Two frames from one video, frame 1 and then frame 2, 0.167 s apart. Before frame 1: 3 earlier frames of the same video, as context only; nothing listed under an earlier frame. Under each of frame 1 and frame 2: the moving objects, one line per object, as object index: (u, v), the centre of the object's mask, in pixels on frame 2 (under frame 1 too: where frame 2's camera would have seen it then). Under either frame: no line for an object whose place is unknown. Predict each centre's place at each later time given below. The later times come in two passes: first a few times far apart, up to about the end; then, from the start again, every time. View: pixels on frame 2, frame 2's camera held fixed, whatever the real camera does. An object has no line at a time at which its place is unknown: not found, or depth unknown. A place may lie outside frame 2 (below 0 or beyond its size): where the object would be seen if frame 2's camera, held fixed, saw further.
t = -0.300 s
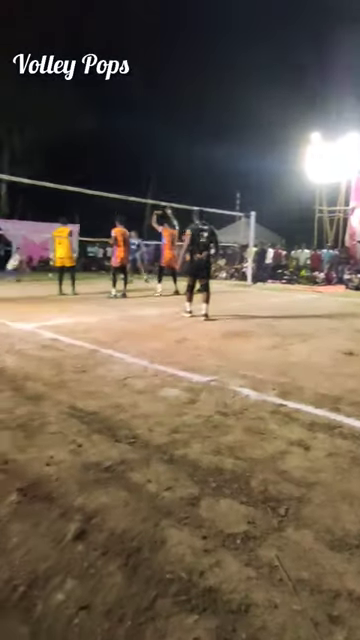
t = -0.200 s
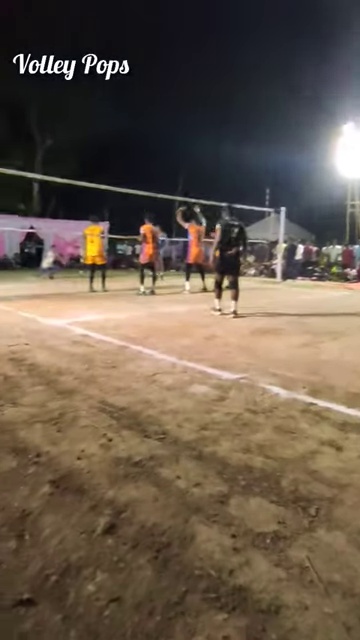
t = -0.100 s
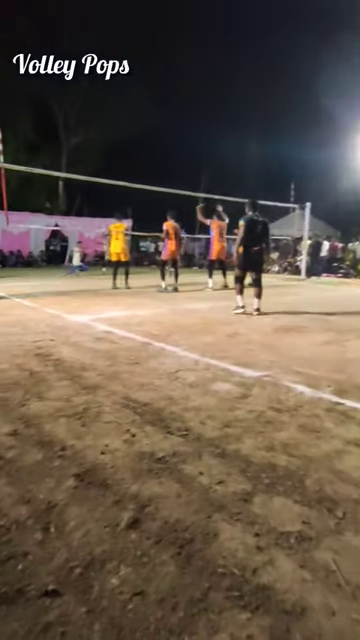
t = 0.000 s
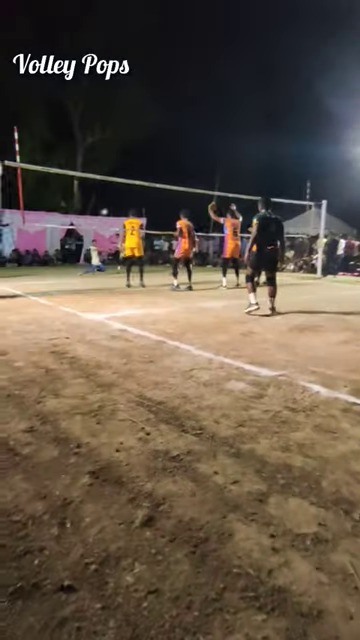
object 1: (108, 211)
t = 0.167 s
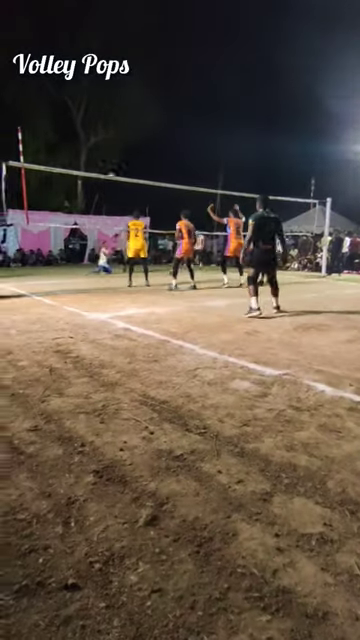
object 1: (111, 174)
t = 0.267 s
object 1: (113, 158)
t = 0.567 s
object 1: (118, 115)
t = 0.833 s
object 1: (122, 102)
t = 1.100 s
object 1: (125, 116)
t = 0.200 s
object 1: (112, 170)
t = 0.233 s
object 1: (112, 164)
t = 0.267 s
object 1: (113, 158)
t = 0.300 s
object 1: (114, 152)
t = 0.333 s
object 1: (114, 146)
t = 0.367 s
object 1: (115, 141)
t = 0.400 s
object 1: (115, 136)
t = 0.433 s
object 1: (116, 132)
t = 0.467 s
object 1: (116, 128)
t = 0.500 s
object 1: (117, 123)
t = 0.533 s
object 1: (117, 119)
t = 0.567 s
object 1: (118, 115)
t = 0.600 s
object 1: (118, 112)
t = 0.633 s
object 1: (119, 110)
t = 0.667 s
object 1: (119, 108)
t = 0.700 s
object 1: (120, 106)
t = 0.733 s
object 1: (120, 104)
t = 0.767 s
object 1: (121, 103)
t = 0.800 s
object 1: (121, 103)
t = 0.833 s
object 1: (122, 102)
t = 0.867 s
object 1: (122, 103)
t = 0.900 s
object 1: (122, 103)
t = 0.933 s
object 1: (123, 104)
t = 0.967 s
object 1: (124, 106)
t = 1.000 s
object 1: (124, 108)
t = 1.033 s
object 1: (125, 110)
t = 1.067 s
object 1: (125, 113)
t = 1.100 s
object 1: (125, 116)
